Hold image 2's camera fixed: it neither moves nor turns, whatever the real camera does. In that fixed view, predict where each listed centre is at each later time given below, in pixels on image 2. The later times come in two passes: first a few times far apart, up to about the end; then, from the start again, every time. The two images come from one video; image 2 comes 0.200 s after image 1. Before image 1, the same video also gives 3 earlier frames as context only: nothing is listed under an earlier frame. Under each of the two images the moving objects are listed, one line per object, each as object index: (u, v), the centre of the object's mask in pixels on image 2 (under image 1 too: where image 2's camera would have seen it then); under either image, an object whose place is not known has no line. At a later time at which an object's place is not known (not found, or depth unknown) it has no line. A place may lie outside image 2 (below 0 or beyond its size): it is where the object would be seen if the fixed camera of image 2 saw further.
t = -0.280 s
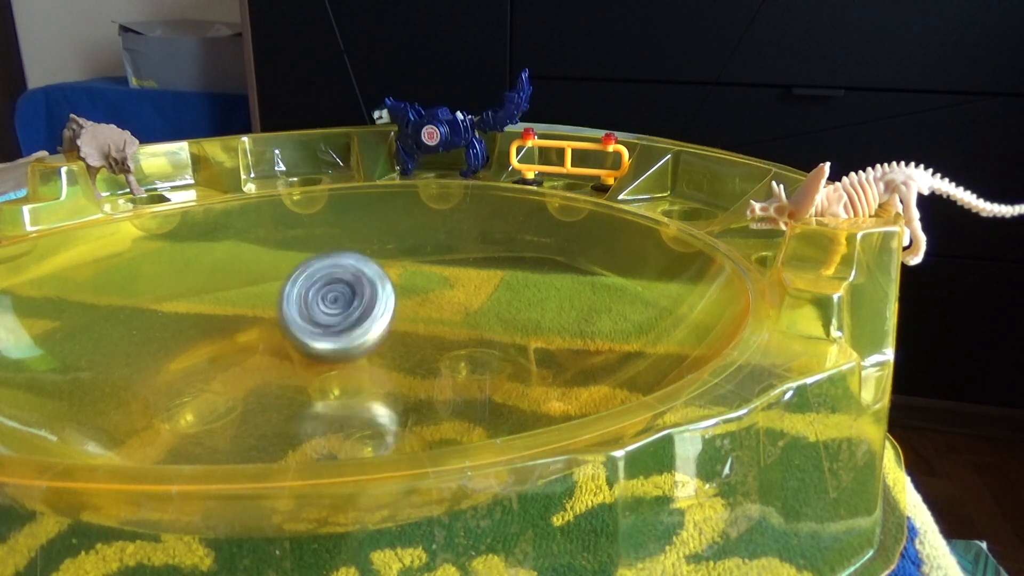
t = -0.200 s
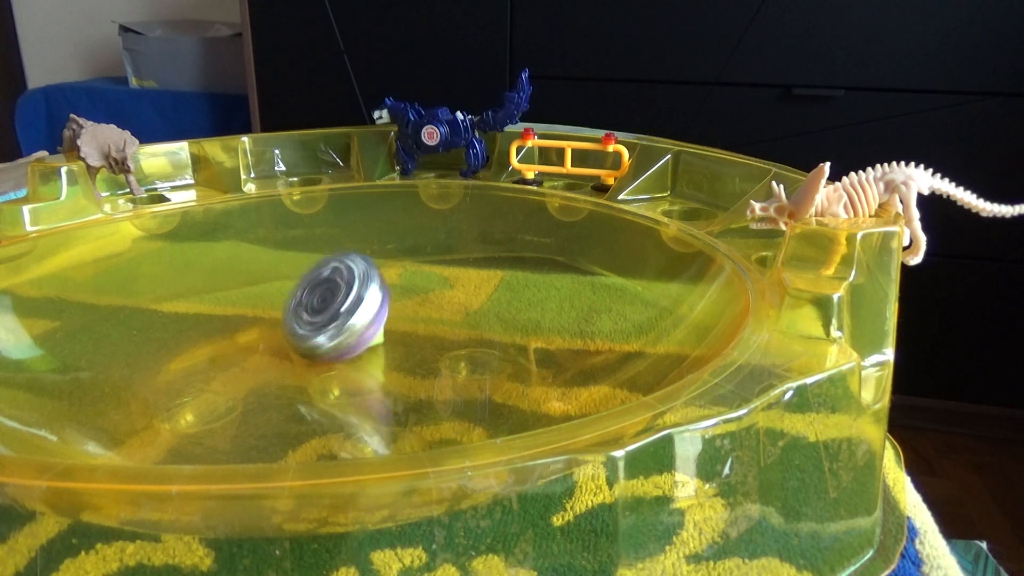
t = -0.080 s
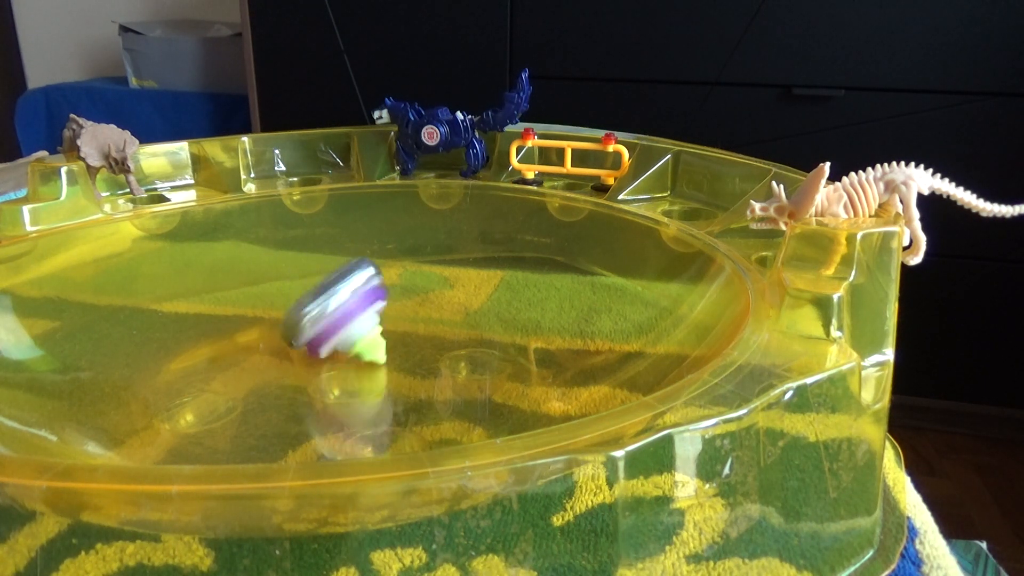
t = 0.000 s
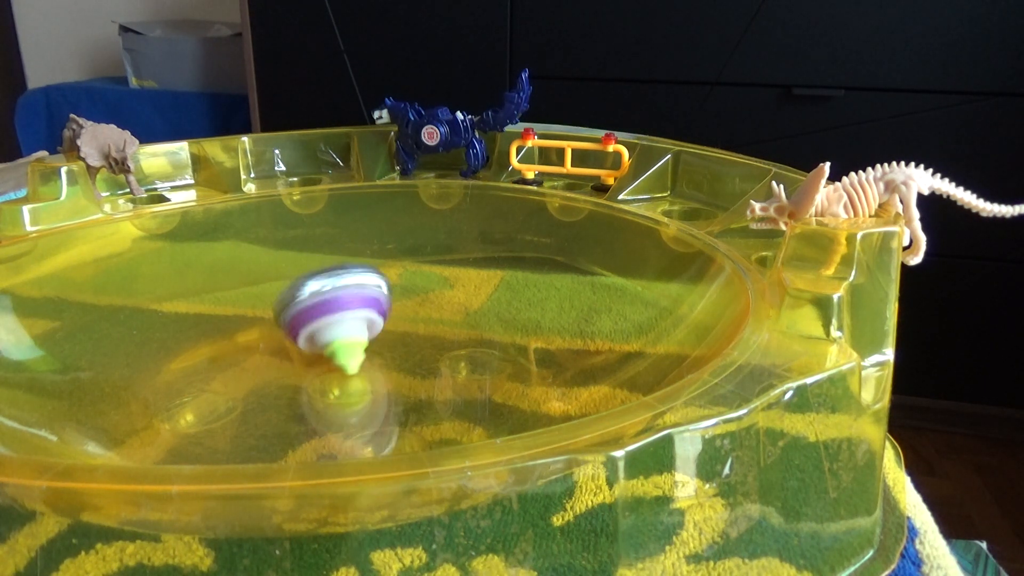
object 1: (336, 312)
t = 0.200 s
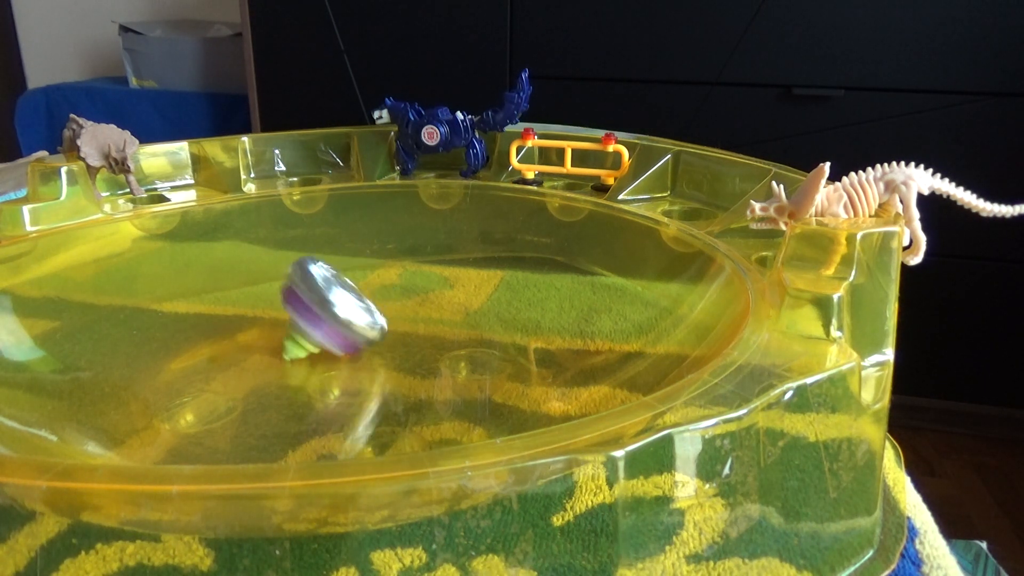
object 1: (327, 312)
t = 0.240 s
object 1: (329, 303)
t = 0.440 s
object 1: (348, 289)
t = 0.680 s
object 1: (367, 293)
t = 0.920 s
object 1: (340, 323)
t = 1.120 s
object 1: (283, 347)
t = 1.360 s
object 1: (295, 333)
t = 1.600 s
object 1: (284, 322)
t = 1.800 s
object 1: (295, 317)
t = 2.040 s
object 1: (301, 312)
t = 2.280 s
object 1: (296, 309)
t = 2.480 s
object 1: (292, 313)
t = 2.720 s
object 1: (291, 313)
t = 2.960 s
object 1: (291, 313)
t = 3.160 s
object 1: (291, 313)
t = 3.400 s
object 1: (291, 313)
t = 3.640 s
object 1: (291, 313)
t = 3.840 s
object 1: (291, 313)
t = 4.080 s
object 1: (291, 313)
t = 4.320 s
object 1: (291, 313)
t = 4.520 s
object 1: (291, 313)
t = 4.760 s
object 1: (291, 313)
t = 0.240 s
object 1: (329, 303)
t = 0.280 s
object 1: (336, 304)
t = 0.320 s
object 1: (337, 291)
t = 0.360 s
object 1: (342, 296)
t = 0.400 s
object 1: (344, 283)
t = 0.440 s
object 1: (348, 289)
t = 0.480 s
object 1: (352, 279)
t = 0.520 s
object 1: (355, 285)
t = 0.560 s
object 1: (358, 279)
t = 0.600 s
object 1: (362, 283)
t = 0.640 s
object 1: (365, 290)
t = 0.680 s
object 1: (367, 293)
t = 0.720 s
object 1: (364, 294)
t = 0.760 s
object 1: (365, 302)
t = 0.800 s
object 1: (358, 302)
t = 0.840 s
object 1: (355, 313)
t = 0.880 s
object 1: (344, 307)
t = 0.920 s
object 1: (340, 323)
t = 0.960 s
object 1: (325, 320)
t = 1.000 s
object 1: (317, 328)
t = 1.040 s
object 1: (301, 338)
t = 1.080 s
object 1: (290, 334)
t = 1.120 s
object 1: (283, 347)
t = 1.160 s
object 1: (285, 337)
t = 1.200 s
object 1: (284, 336)
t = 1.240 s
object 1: (285, 332)
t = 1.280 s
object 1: (284, 335)
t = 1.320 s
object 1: (289, 331)
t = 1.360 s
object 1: (295, 333)
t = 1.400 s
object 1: (298, 341)
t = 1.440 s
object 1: (288, 337)
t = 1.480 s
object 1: (279, 336)
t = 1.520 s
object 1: (274, 333)
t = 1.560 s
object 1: (280, 324)
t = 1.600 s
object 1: (284, 322)
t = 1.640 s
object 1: (295, 325)
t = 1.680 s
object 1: (299, 327)
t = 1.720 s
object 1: (296, 320)
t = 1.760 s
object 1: (297, 317)
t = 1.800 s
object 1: (295, 317)
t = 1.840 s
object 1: (300, 312)
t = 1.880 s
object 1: (303, 310)
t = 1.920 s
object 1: (302, 310)
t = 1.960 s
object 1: (299, 309)
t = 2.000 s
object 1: (298, 311)
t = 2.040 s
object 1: (301, 312)
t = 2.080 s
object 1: (302, 313)
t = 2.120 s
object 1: (299, 313)
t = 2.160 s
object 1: (295, 312)
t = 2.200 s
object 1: (293, 310)
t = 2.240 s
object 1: (295, 309)
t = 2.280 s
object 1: (296, 309)
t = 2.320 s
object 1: (295, 309)
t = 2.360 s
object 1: (295, 310)
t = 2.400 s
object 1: (294, 311)
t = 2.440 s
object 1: (293, 312)
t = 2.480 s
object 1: (292, 313)
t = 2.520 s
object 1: (292, 313)
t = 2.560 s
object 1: (291, 313)
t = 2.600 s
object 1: (291, 313)
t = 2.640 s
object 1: (291, 313)
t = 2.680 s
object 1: (291, 313)
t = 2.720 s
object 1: (291, 313)
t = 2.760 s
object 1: (291, 313)
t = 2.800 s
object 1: (291, 313)
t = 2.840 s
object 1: (291, 313)
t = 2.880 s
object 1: (291, 313)
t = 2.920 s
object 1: (291, 313)
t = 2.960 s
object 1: (291, 313)
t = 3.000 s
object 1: (291, 313)
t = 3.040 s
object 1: (291, 313)
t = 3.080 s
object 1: (291, 313)
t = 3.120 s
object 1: (291, 313)
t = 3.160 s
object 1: (291, 313)
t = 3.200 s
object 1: (291, 313)
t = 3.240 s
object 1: (291, 313)
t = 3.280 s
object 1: (291, 313)
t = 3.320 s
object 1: (291, 313)
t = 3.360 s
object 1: (291, 313)
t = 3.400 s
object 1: (291, 313)
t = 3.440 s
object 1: (291, 313)
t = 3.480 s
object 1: (291, 313)
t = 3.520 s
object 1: (291, 313)
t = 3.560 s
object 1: (291, 313)
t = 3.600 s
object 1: (291, 313)
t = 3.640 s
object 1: (291, 313)
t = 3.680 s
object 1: (291, 313)
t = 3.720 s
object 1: (291, 313)
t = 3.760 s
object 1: (291, 313)
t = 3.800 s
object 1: (291, 313)
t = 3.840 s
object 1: (291, 313)
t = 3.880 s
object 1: (291, 313)
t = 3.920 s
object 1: (291, 313)
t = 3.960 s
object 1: (291, 313)
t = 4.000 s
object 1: (291, 313)
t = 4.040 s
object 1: (291, 313)
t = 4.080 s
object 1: (291, 313)
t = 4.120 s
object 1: (291, 313)
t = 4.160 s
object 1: (291, 313)
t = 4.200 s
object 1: (291, 313)
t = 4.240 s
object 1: (291, 313)
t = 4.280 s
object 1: (291, 313)
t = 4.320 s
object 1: (291, 313)
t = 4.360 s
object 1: (291, 313)
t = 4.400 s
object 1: (291, 313)
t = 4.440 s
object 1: (291, 313)
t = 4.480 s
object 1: (291, 313)
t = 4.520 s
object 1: (291, 313)
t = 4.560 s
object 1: (291, 313)
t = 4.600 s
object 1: (291, 313)
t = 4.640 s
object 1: (291, 313)
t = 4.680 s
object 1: (291, 313)
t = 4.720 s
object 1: (291, 313)
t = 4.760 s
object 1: (291, 313)
